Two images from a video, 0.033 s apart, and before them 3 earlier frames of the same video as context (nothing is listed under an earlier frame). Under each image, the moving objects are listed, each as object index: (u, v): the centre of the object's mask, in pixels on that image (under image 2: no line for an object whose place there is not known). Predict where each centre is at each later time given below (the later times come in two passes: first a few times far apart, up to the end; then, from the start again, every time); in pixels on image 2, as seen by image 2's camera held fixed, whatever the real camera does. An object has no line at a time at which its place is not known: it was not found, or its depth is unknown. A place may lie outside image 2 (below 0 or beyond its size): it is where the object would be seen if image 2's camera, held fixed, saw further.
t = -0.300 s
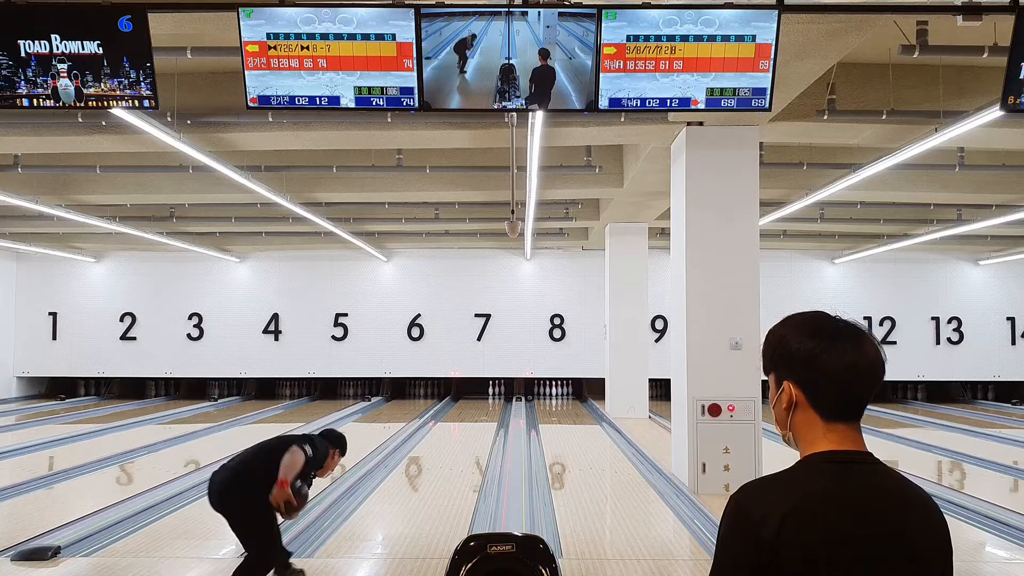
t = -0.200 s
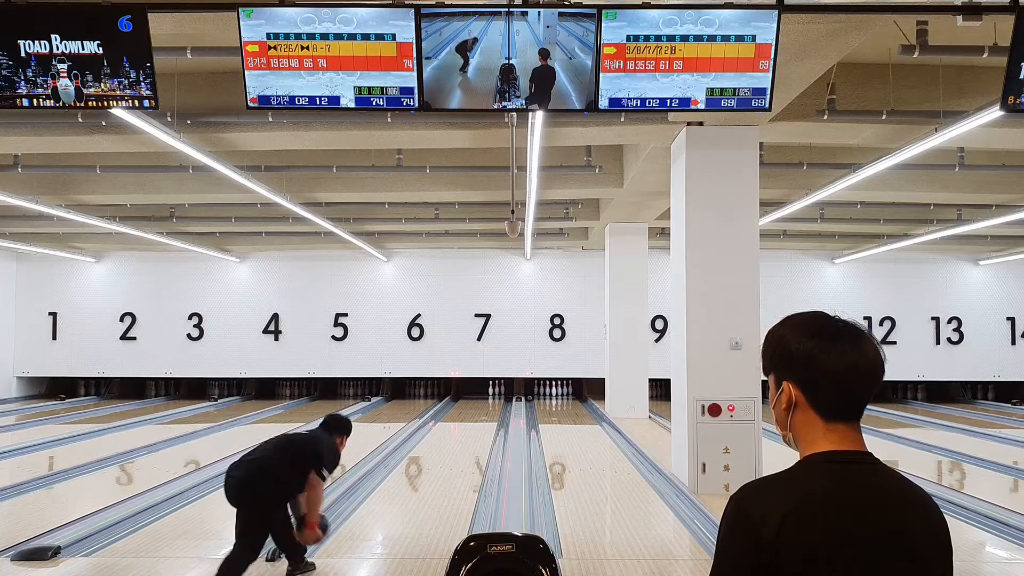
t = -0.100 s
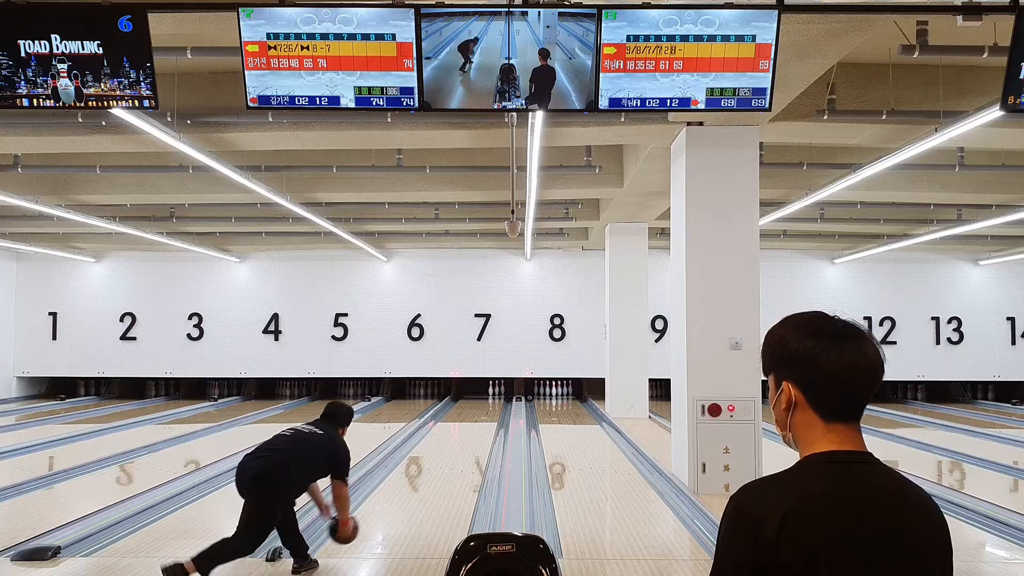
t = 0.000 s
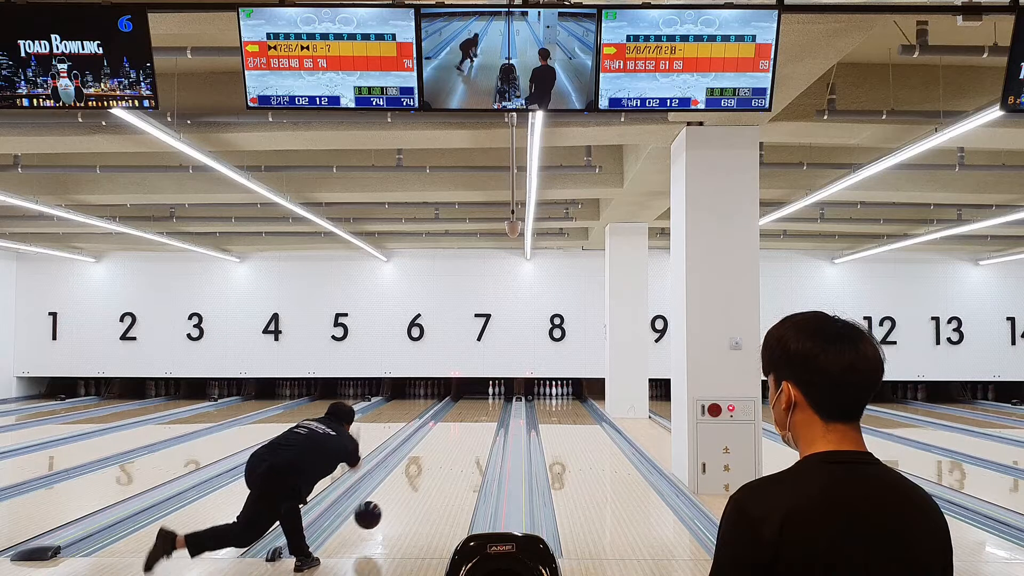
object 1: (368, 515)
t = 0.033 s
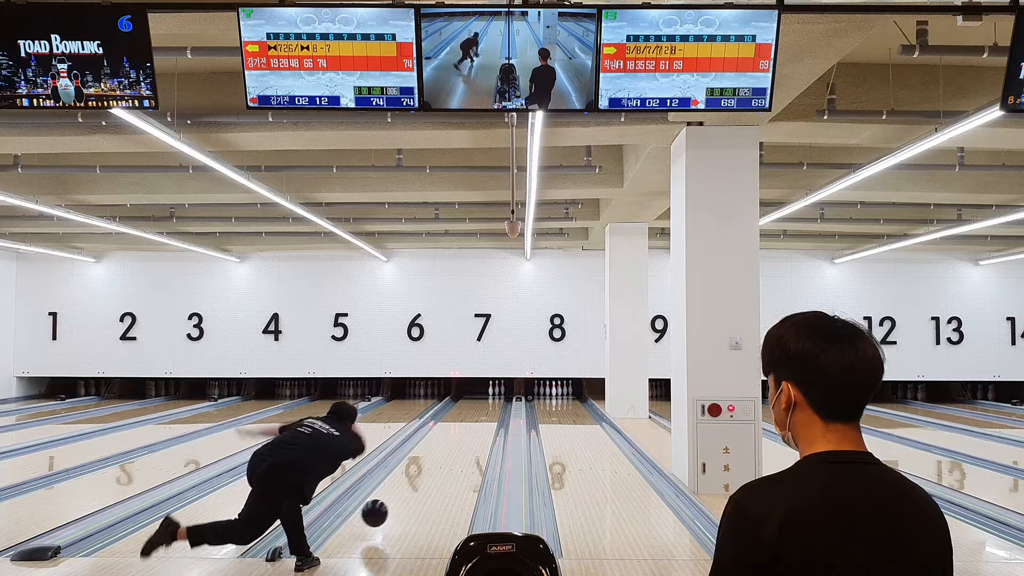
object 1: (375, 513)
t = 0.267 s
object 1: (413, 487)
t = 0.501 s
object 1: (438, 463)
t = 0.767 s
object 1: (459, 444)
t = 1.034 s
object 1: (473, 430)
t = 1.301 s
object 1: (483, 419)
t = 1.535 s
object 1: (489, 412)
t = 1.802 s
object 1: (492, 405)
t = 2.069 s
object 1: (493, 400)
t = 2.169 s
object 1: (492, 398)
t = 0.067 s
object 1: (381, 512)
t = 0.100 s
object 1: (387, 510)
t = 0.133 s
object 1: (393, 504)
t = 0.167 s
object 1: (398, 500)
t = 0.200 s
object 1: (404, 495)
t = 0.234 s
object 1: (408, 491)
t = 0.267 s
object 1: (413, 487)
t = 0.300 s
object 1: (417, 483)
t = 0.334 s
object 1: (421, 479)
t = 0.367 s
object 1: (425, 476)
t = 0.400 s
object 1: (428, 473)
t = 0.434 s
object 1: (432, 469)
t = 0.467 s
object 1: (435, 466)
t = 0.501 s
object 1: (438, 463)
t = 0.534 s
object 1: (441, 461)
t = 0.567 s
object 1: (444, 458)
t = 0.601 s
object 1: (447, 455)
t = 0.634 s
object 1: (449, 453)
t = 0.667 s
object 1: (452, 451)
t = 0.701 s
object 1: (454, 448)
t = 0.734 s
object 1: (457, 446)
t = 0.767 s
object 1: (459, 444)
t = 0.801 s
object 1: (461, 442)
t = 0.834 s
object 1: (463, 440)
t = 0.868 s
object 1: (465, 438)
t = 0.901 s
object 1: (467, 436)
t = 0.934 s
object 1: (468, 435)
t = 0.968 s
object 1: (470, 433)
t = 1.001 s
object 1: (472, 431)
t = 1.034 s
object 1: (473, 430)
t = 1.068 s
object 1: (475, 428)
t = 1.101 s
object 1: (476, 427)
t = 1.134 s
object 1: (477, 426)
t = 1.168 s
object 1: (479, 424)
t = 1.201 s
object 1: (480, 423)
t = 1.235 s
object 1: (481, 422)
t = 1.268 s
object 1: (482, 420)
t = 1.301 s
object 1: (483, 419)
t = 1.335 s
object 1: (484, 418)
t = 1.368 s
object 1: (485, 417)
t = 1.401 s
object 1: (486, 416)
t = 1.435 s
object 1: (487, 415)
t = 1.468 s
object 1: (488, 414)
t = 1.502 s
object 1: (488, 413)
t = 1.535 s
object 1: (489, 412)
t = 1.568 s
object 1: (490, 411)
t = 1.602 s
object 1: (490, 410)
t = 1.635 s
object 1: (491, 409)
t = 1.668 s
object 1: (491, 408)
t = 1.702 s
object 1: (492, 407)
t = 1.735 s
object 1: (492, 406)
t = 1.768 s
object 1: (492, 406)
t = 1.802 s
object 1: (492, 405)
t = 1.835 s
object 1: (493, 404)
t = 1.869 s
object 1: (493, 403)
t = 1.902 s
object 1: (493, 403)
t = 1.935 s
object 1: (493, 402)
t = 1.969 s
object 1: (493, 402)
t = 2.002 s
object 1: (493, 401)
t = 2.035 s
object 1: (493, 400)
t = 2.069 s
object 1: (493, 400)
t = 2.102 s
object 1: (493, 399)
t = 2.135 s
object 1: (492, 399)
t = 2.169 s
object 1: (492, 398)
